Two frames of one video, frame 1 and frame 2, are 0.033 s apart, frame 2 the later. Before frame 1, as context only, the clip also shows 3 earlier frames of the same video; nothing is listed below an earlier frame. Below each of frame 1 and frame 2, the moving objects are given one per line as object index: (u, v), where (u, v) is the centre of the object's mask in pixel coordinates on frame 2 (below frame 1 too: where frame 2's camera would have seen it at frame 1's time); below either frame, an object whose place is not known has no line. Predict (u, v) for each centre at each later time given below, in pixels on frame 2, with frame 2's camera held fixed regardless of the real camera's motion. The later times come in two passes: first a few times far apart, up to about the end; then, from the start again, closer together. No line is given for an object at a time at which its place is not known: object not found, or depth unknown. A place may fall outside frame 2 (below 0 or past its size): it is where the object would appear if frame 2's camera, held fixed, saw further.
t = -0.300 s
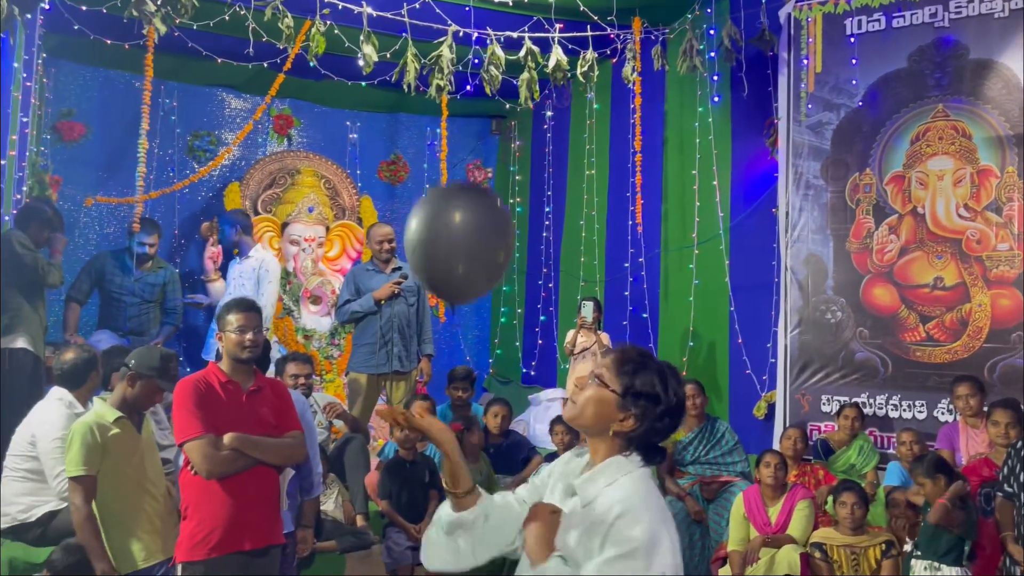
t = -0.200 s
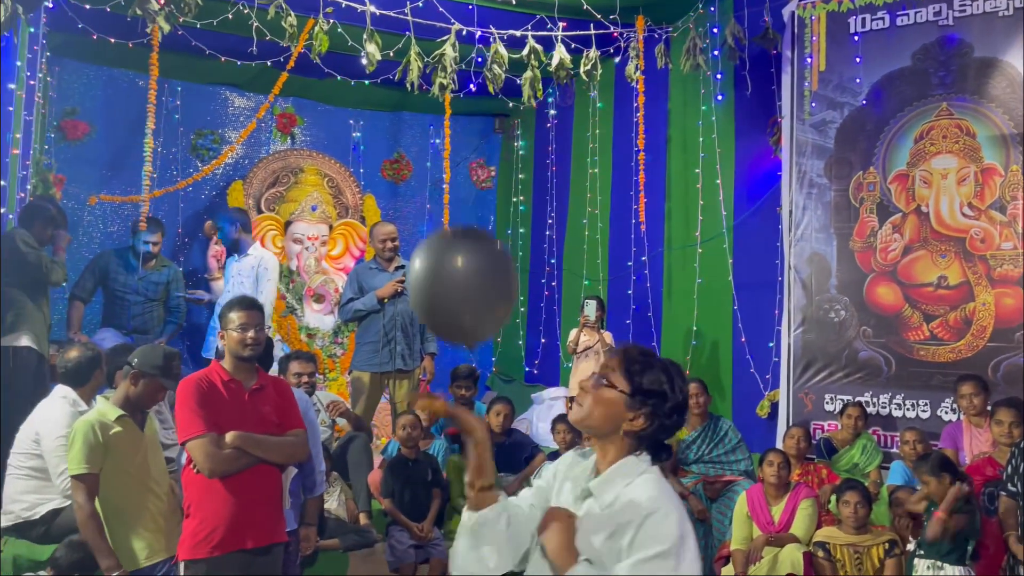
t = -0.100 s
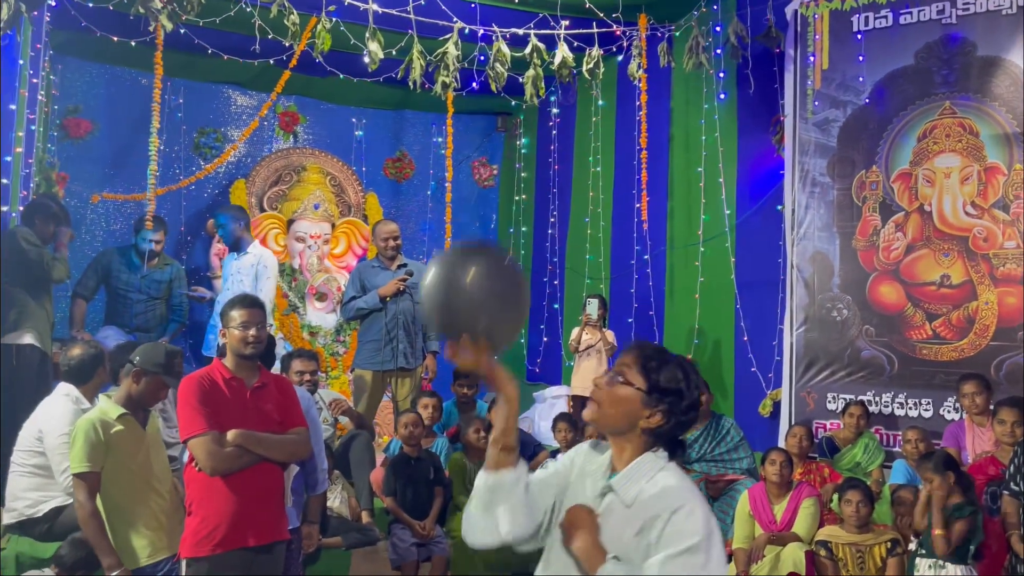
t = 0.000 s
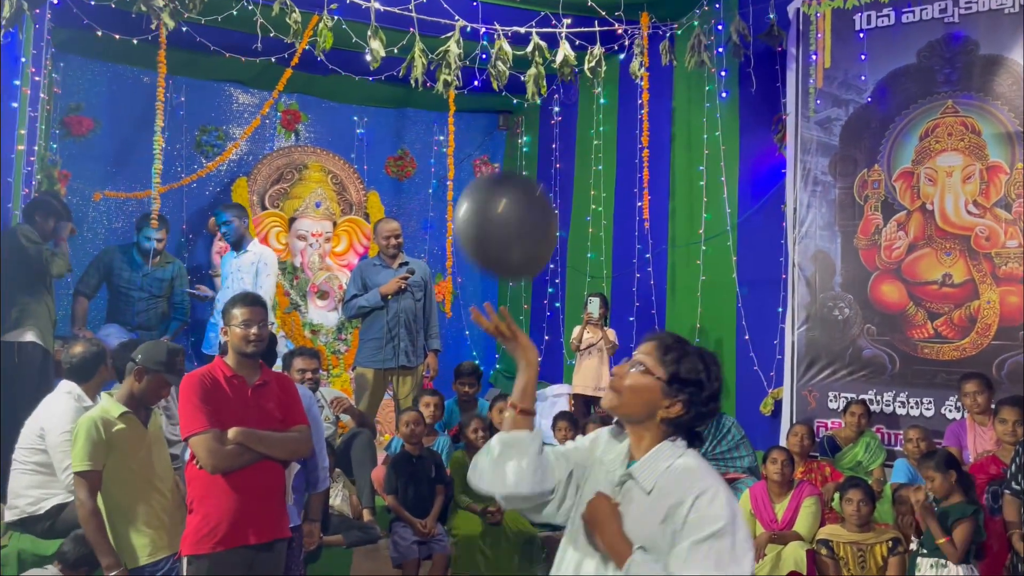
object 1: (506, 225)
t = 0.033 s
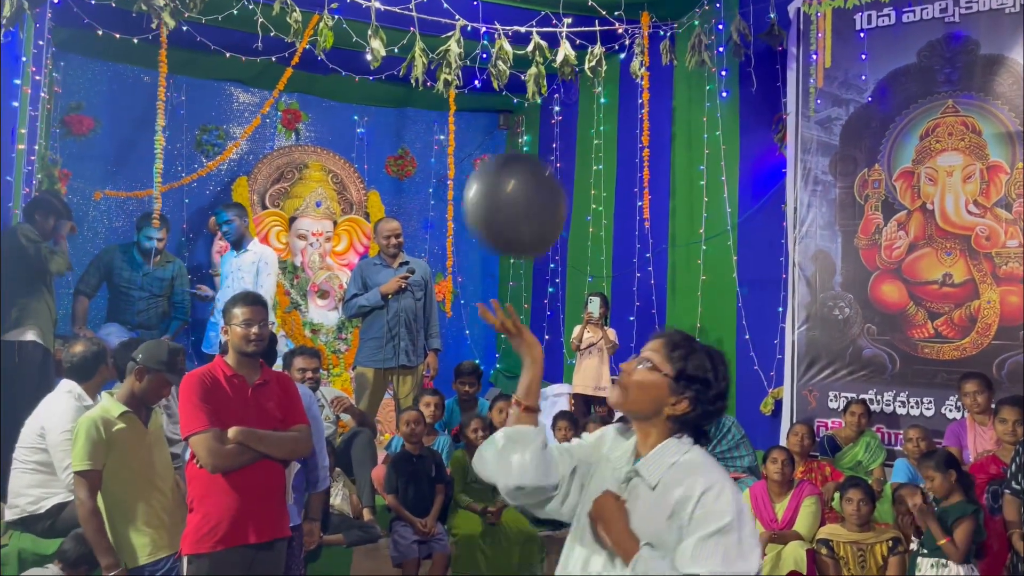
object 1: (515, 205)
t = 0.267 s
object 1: (559, 106)
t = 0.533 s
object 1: (593, 59)
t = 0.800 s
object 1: (623, 55)
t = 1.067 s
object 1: (653, 71)
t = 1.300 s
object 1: (675, 114)
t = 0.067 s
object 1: (522, 187)
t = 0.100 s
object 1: (530, 169)
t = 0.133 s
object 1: (537, 153)
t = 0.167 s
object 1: (543, 140)
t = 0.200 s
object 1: (549, 127)
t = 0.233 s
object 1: (554, 116)
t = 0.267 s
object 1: (559, 106)
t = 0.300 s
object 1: (564, 97)
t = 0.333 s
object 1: (569, 89)
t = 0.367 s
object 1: (573, 82)
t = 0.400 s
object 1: (577, 76)
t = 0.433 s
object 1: (582, 70)
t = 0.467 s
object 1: (585, 65)
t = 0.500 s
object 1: (589, 61)
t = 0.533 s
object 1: (593, 59)
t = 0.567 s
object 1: (597, 58)
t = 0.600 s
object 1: (601, 56)
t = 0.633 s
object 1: (605, 56)
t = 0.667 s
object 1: (608, 55)
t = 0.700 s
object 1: (612, 55)
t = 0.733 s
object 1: (616, 54)
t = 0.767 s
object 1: (619, 55)
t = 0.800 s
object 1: (623, 55)
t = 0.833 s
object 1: (627, 57)
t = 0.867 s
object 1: (630, 58)
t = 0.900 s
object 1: (635, 59)
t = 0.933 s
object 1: (638, 61)
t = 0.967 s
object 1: (642, 63)
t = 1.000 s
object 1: (646, 65)
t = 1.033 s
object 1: (649, 68)
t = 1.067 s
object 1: (653, 71)
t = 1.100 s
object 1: (656, 75)
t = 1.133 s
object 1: (659, 81)
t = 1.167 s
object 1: (662, 87)
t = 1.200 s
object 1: (665, 93)
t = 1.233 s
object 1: (668, 100)
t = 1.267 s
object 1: (671, 107)
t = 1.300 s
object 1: (675, 114)
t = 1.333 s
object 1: (677, 122)
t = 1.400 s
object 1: (682, 139)
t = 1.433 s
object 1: (685, 148)
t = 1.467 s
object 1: (688, 157)
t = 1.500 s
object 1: (690, 167)
